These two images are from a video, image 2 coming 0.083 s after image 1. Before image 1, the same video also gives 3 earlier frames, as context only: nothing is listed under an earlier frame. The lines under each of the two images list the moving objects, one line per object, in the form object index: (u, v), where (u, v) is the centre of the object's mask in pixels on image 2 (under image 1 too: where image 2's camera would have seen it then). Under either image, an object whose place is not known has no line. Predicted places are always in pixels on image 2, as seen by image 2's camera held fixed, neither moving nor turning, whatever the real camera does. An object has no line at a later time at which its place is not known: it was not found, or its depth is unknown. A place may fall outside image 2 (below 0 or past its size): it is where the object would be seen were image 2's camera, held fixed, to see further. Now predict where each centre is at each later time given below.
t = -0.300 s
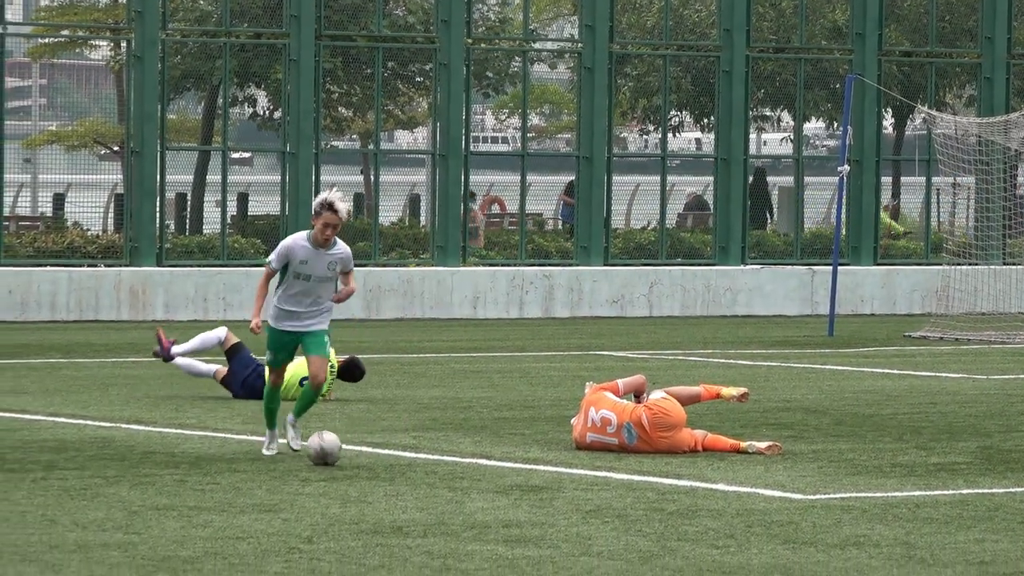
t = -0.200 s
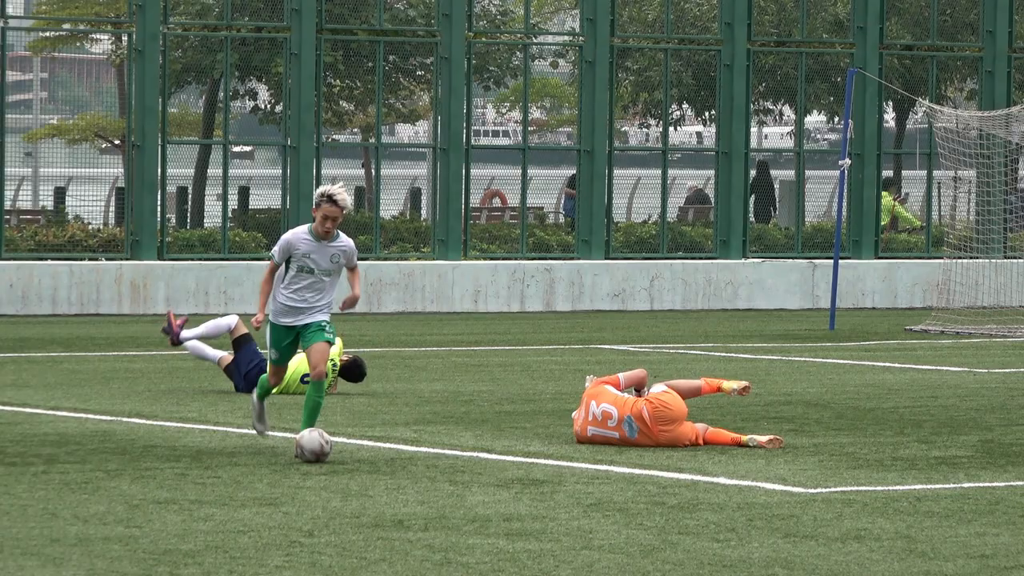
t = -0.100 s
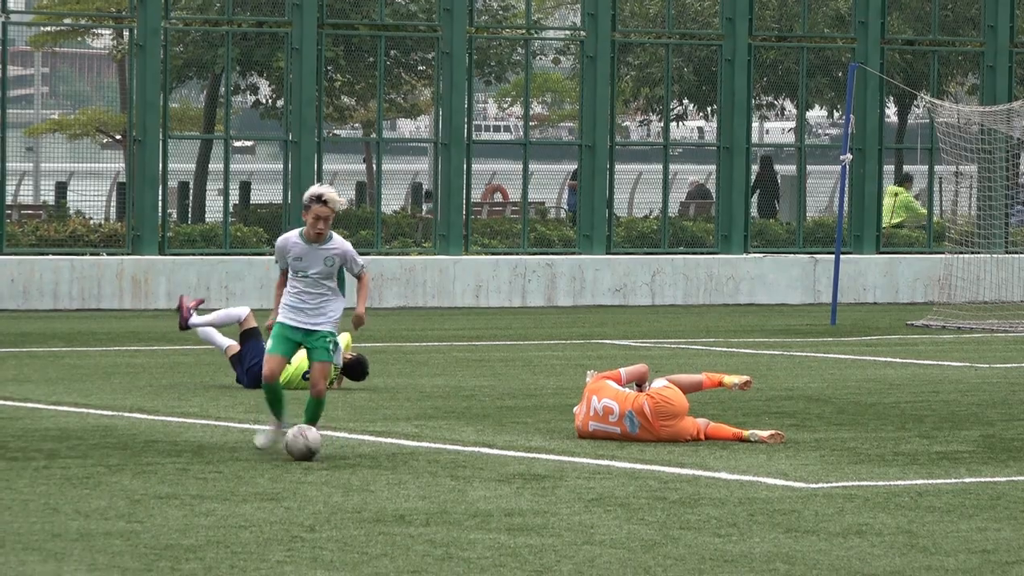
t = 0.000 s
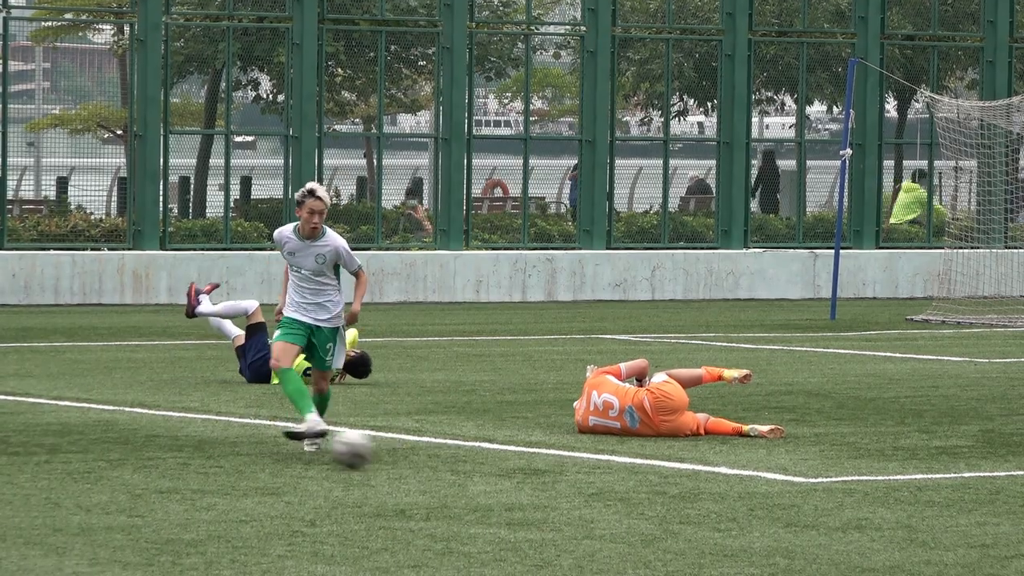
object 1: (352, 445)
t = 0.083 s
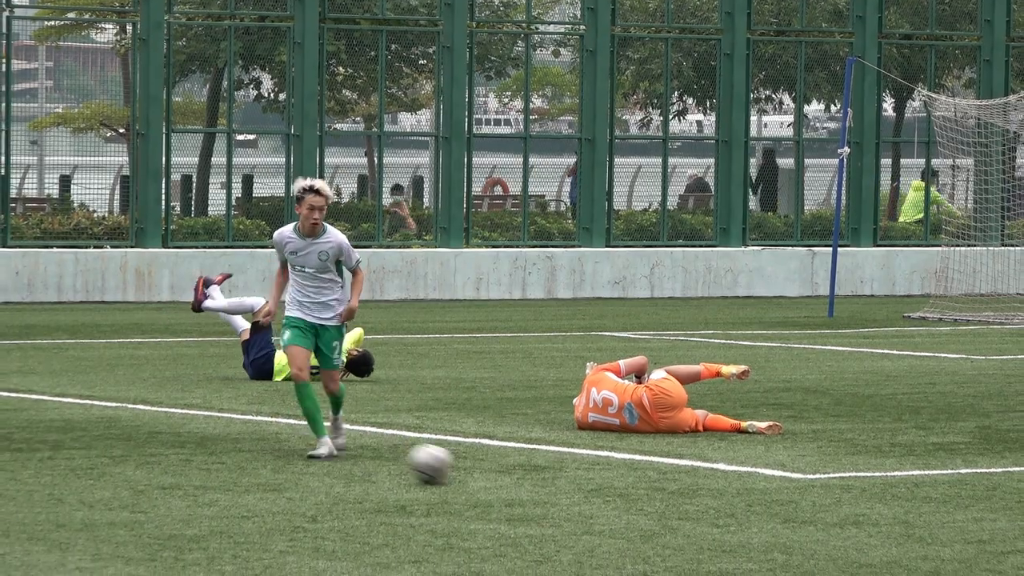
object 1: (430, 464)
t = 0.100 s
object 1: (446, 470)
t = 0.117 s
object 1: (463, 473)
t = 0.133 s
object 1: (479, 476)
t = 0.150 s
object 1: (496, 479)
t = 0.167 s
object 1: (512, 483)
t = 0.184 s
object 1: (528, 486)
